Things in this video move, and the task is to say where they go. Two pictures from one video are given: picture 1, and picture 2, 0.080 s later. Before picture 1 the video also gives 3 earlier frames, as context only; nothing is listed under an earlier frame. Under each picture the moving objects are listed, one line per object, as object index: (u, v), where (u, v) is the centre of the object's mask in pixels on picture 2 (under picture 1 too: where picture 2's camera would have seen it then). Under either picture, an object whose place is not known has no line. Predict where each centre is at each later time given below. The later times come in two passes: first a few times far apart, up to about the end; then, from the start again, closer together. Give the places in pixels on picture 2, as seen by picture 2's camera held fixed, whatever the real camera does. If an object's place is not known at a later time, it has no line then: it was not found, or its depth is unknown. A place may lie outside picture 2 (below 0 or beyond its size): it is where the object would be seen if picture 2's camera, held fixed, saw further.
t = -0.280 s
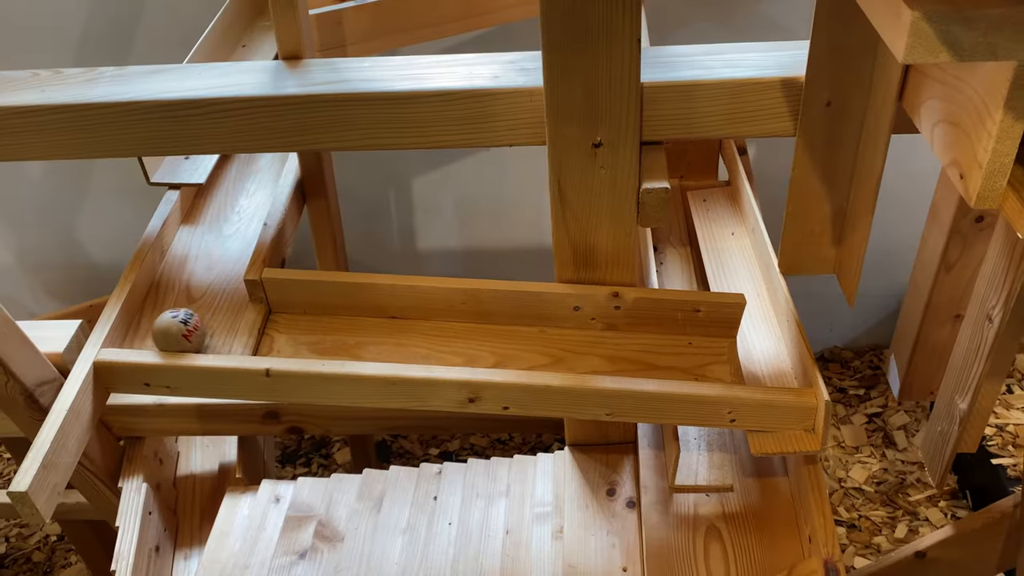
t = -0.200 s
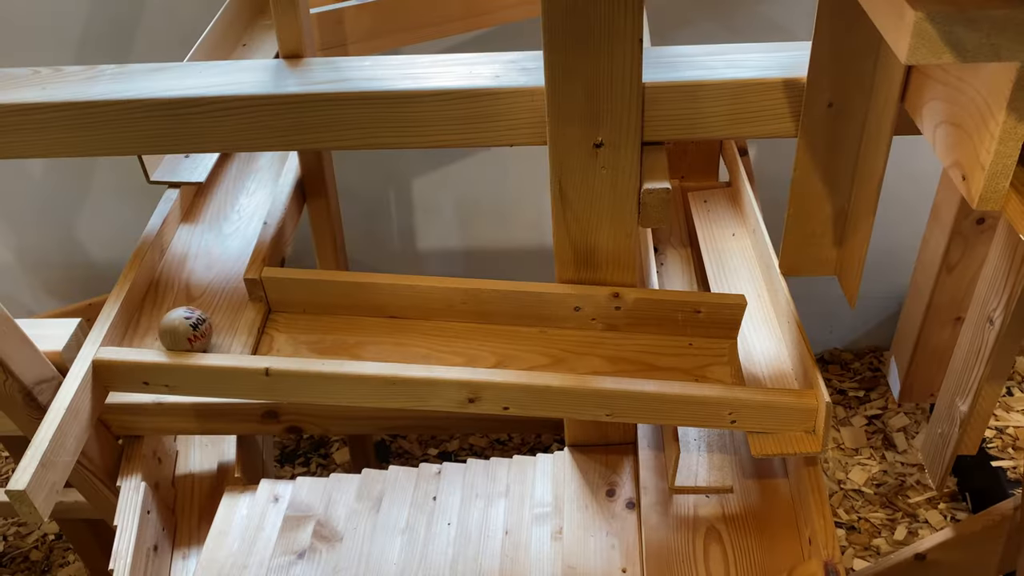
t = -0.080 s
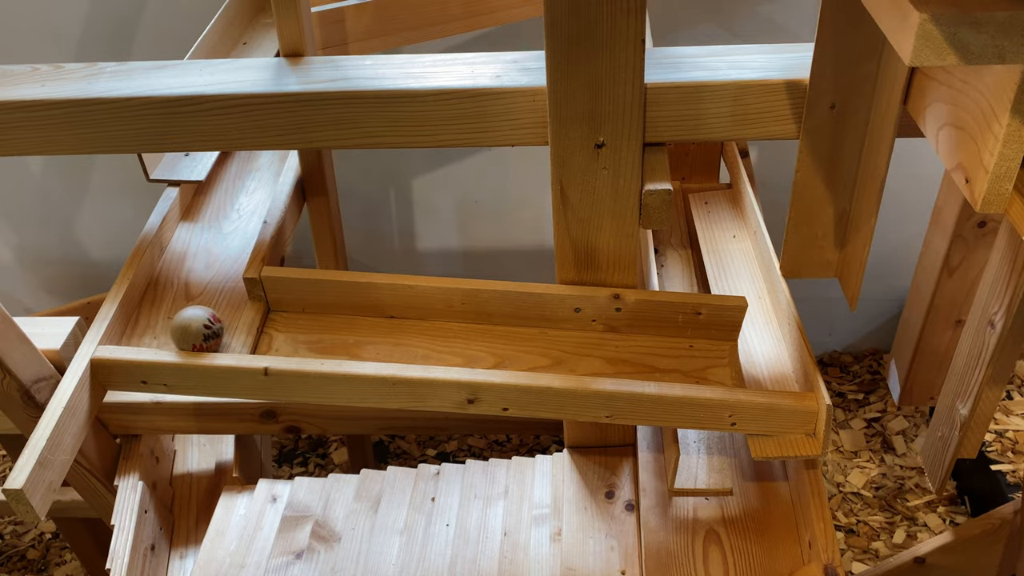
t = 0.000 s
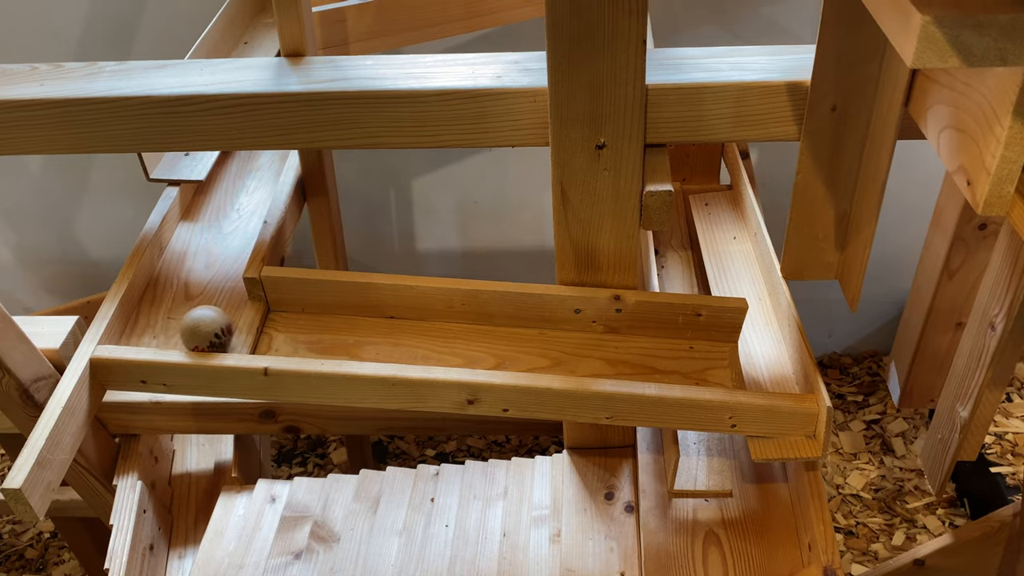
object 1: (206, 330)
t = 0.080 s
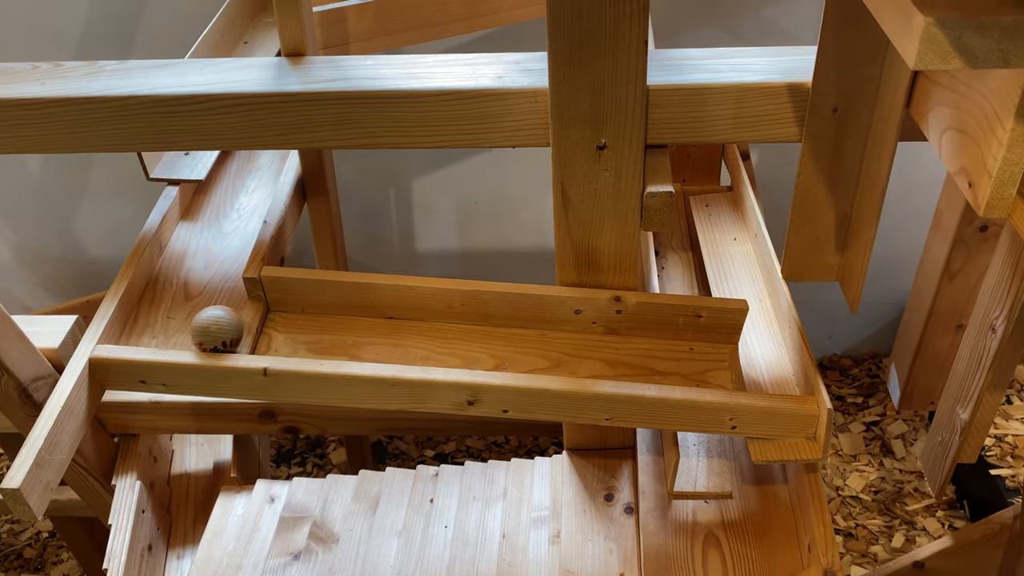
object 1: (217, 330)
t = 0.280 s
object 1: (268, 339)
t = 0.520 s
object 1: (383, 347)
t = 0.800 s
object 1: (547, 358)
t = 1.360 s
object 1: (766, 366)
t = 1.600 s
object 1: (758, 330)
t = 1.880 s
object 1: (718, 277)
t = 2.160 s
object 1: (679, 261)
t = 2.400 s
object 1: (677, 247)
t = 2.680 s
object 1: (668, 240)
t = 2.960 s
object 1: (671, 254)
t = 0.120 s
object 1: (223, 330)
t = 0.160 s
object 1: (231, 331)
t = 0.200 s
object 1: (239, 331)
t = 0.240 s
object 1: (251, 333)
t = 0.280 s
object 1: (268, 339)
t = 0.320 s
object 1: (284, 339)
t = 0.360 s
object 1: (303, 341)
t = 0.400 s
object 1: (322, 343)
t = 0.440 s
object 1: (341, 344)
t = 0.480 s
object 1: (362, 345)
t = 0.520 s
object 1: (383, 347)
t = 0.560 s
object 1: (404, 348)
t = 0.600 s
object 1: (427, 350)
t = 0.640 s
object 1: (449, 351)
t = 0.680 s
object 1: (474, 353)
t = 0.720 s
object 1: (498, 354)
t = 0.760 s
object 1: (522, 356)
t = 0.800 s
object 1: (547, 358)
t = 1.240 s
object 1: (773, 376)
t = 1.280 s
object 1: (770, 373)
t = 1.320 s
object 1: (768, 370)
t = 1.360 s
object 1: (766, 366)
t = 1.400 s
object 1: (765, 360)
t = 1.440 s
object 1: (763, 354)
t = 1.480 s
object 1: (762, 348)
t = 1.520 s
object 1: (761, 342)
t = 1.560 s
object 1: (760, 335)
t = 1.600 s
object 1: (758, 330)
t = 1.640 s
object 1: (756, 324)
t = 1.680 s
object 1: (755, 319)
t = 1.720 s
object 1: (747, 304)
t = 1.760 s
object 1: (739, 292)
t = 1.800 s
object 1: (731, 286)
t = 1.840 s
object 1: (725, 282)
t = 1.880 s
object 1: (718, 277)
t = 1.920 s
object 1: (710, 272)
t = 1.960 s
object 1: (703, 263)
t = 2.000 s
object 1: (693, 258)
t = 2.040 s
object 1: (683, 260)
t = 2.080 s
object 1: (675, 270)
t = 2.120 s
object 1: (675, 272)
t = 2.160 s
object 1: (679, 261)
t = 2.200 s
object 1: (680, 257)
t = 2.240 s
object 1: (680, 261)
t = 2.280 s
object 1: (681, 255)
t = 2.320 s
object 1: (679, 254)
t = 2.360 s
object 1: (678, 250)
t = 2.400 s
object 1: (677, 247)
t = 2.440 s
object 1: (675, 245)
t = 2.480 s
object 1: (673, 242)
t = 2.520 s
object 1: (672, 241)
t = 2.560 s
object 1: (671, 240)
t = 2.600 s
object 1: (670, 240)
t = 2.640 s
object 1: (669, 240)
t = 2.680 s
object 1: (668, 240)
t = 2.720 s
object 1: (668, 241)
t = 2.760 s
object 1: (668, 241)
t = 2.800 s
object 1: (667, 243)
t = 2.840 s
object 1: (667, 245)
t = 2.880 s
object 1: (668, 247)
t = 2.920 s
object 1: (669, 250)
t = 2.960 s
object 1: (671, 254)
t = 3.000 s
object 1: (673, 257)
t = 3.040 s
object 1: (674, 262)
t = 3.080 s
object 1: (676, 267)
